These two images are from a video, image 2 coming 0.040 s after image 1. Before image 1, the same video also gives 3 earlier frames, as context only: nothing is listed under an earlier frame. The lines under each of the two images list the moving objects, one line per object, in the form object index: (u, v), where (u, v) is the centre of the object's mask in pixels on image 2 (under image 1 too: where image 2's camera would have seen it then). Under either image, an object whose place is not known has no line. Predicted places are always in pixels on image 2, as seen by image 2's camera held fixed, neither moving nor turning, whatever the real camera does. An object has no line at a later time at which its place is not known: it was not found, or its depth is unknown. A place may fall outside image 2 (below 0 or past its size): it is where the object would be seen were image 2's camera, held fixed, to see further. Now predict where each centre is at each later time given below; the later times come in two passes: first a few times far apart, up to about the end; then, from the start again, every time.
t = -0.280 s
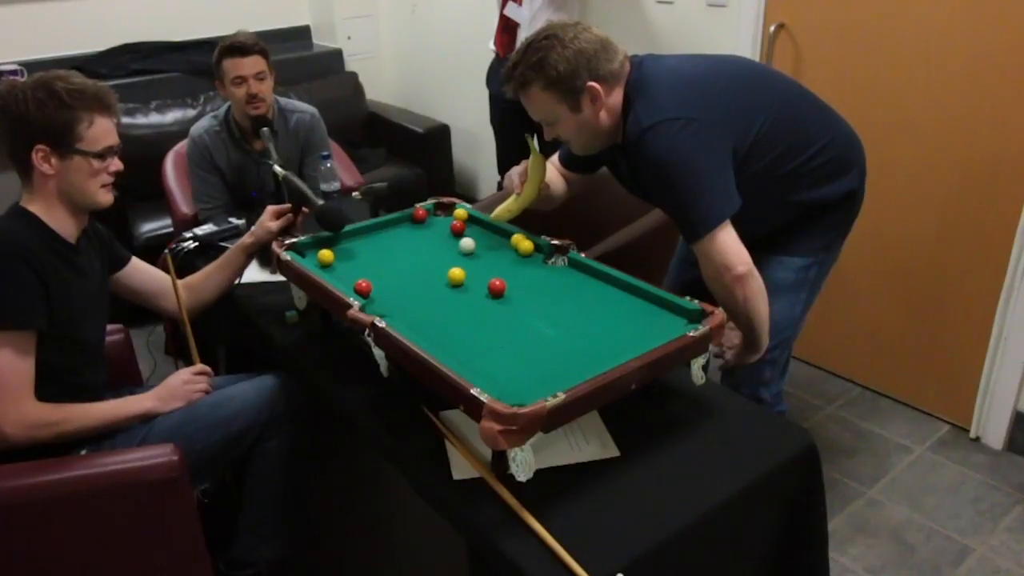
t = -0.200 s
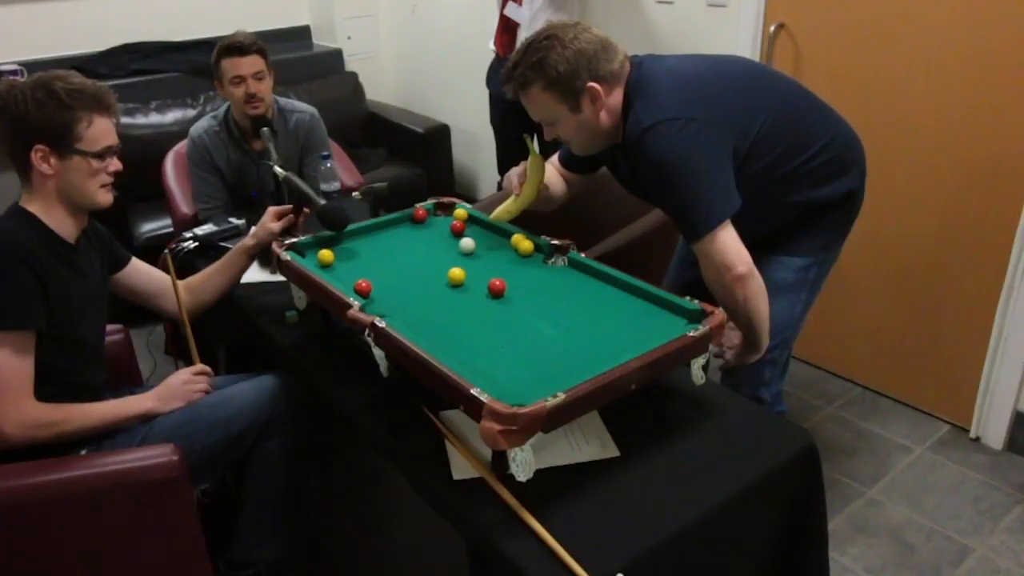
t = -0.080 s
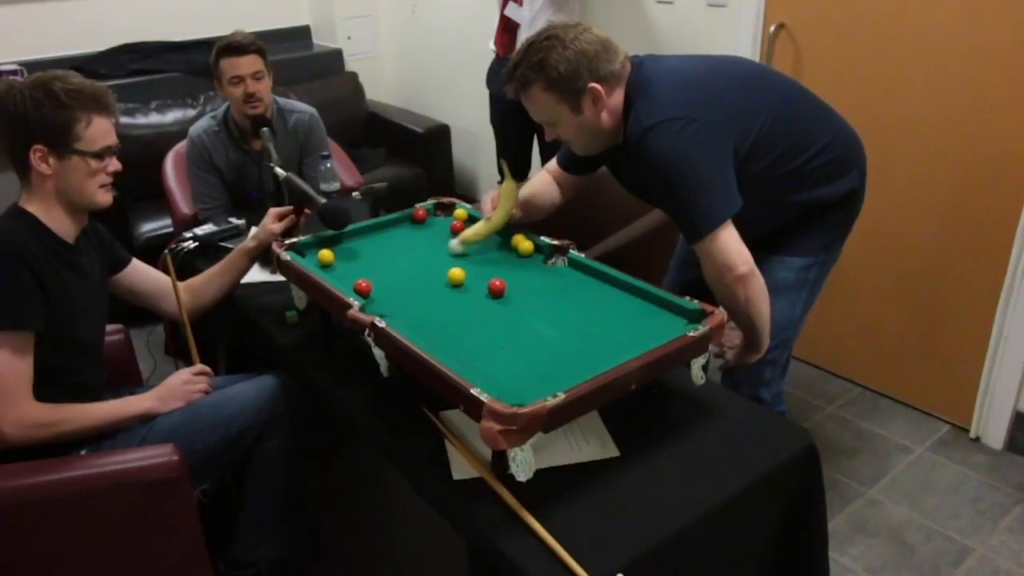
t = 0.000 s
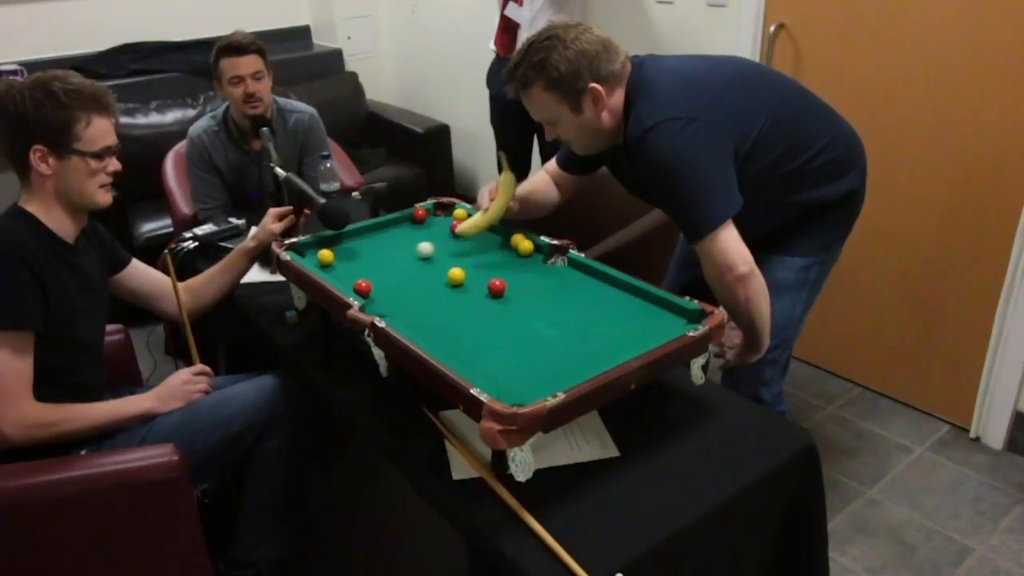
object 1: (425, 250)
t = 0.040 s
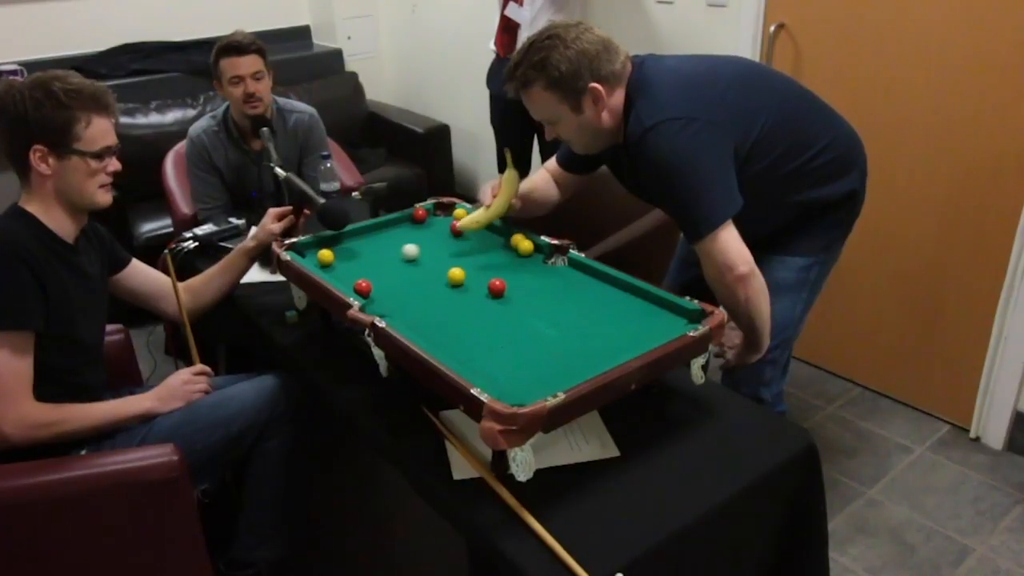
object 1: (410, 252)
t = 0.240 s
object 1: (336, 262)
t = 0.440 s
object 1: (342, 263)
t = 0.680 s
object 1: (371, 259)
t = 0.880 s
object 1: (393, 256)
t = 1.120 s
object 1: (416, 252)
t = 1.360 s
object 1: (436, 249)
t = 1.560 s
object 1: (451, 246)
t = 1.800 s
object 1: (466, 243)
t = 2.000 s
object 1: (476, 242)
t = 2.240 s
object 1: (486, 240)
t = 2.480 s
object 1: (491, 240)
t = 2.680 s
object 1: (493, 239)
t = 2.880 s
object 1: (492, 239)
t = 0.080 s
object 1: (395, 254)
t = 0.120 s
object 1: (380, 256)
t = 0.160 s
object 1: (365, 258)
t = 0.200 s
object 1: (350, 259)
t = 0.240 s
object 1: (336, 262)
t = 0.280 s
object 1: (326, 264)
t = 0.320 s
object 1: (326, 265)
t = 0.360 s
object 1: (331, 265)
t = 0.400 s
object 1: (336, 264)
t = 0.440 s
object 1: (342, 263)
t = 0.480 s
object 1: (347, 263)
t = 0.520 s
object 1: (352, 262)
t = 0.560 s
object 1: (357, 261)
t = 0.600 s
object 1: (362, 261)
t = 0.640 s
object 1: (366, 260)
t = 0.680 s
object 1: (371, 259)
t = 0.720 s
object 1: (376, 258)
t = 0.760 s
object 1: (380, 258)
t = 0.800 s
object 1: (384, 257)
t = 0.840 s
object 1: (389, 256)
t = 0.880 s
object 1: (393, 256)
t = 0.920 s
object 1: (397, 255)
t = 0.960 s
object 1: (401, 254)
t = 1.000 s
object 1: (404, 254)
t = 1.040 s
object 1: (408, 253)
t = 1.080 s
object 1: (412, 253)
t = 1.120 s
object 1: (416, 252)
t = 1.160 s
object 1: (419, 251)
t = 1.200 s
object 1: (423, 251)
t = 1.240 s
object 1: (426, 250)
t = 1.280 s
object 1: (429, 249)
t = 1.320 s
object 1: (433, 249)
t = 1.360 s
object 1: (436, 249)
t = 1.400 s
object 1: (439, 248)
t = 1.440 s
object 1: (442, 248)
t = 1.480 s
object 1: (445, 247)
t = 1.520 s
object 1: (448, 246)
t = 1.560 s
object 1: (451, 246)
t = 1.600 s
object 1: (454, 245)
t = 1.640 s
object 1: (456, 245)
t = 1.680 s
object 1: (459, 245)
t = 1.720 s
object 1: (462, 244)
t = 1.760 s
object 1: (464, 244)
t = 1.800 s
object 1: (466, 243)
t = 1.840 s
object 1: (469, 243)
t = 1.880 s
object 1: (470, 243)
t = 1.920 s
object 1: (472, 242)
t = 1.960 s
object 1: (474, 242)
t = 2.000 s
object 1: (476, 242)
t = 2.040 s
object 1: (478, 241)
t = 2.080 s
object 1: (480, 241)
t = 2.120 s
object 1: (482, 241)
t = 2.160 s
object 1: (483, 241)
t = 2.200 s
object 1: (485, 241)
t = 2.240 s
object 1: (486, 240)
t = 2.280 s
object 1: (487, 240)
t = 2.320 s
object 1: (488, 240)
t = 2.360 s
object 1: (489, 240)
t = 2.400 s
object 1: (490, 240)
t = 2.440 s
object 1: (491, 240)
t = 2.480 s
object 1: (491, 240)
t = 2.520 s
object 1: (492, 239)
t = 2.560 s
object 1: (492, 239)
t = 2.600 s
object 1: (493, 239)
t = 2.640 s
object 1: (493, 239)
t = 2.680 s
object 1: (493, 239)
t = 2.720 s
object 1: (493, 239)
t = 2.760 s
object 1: (492, 239)
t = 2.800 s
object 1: (492, 239)
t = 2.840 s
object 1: (492, 239)
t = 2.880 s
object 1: (492, 239)
